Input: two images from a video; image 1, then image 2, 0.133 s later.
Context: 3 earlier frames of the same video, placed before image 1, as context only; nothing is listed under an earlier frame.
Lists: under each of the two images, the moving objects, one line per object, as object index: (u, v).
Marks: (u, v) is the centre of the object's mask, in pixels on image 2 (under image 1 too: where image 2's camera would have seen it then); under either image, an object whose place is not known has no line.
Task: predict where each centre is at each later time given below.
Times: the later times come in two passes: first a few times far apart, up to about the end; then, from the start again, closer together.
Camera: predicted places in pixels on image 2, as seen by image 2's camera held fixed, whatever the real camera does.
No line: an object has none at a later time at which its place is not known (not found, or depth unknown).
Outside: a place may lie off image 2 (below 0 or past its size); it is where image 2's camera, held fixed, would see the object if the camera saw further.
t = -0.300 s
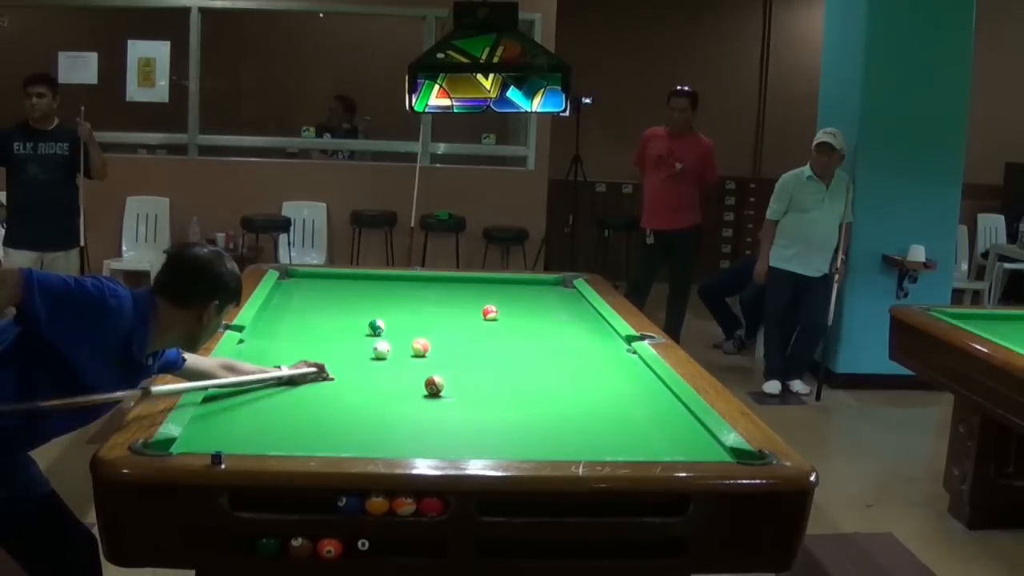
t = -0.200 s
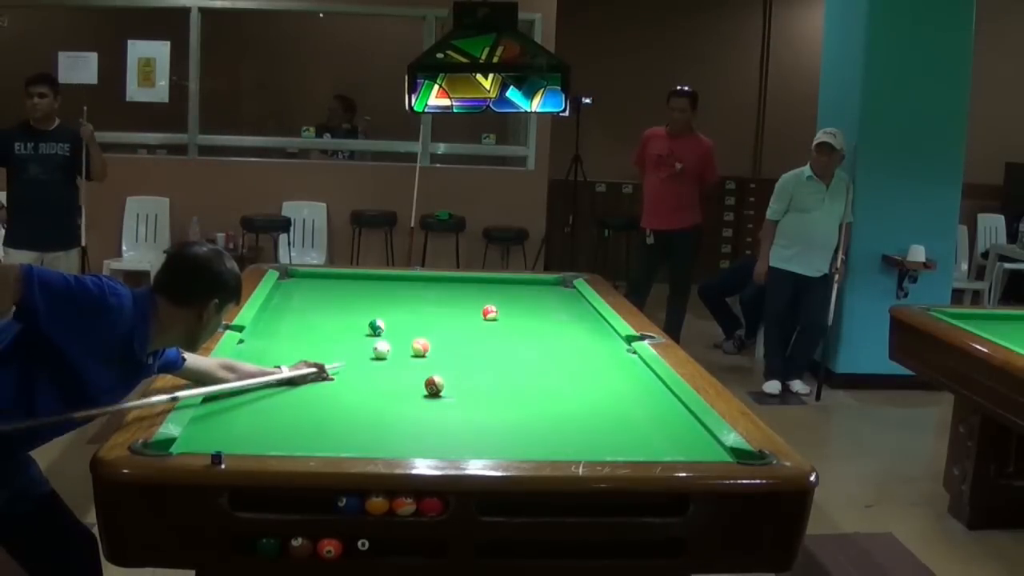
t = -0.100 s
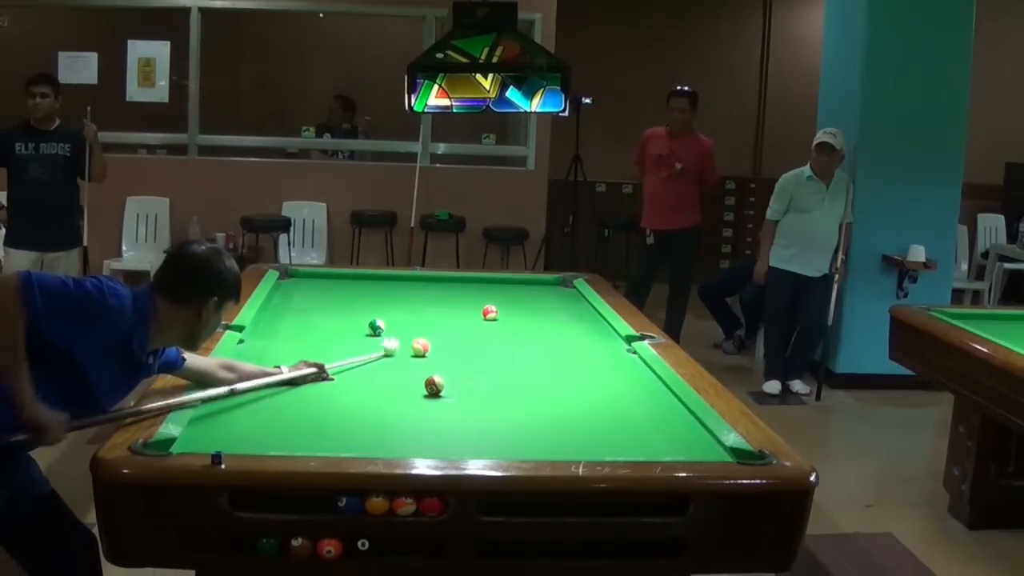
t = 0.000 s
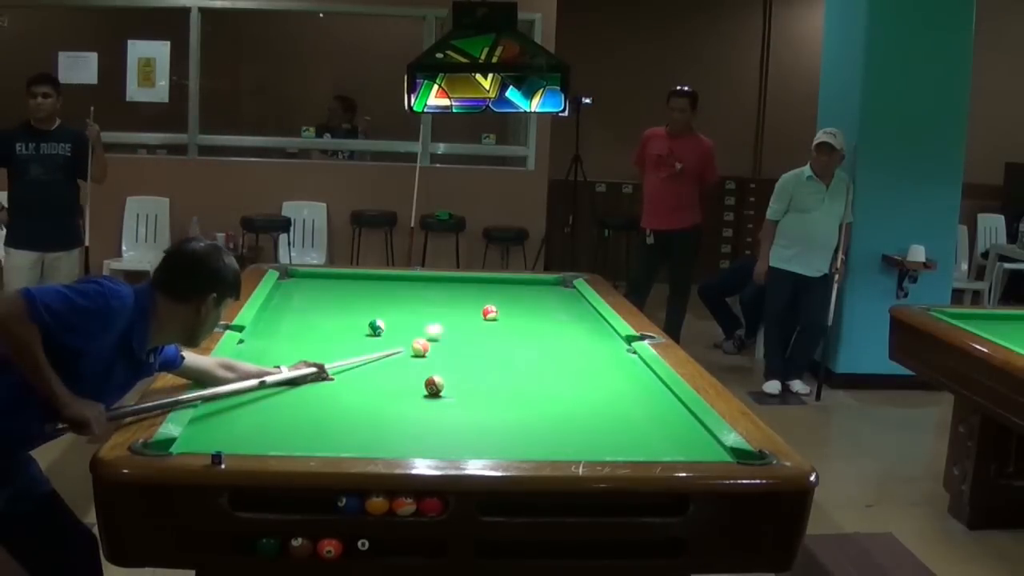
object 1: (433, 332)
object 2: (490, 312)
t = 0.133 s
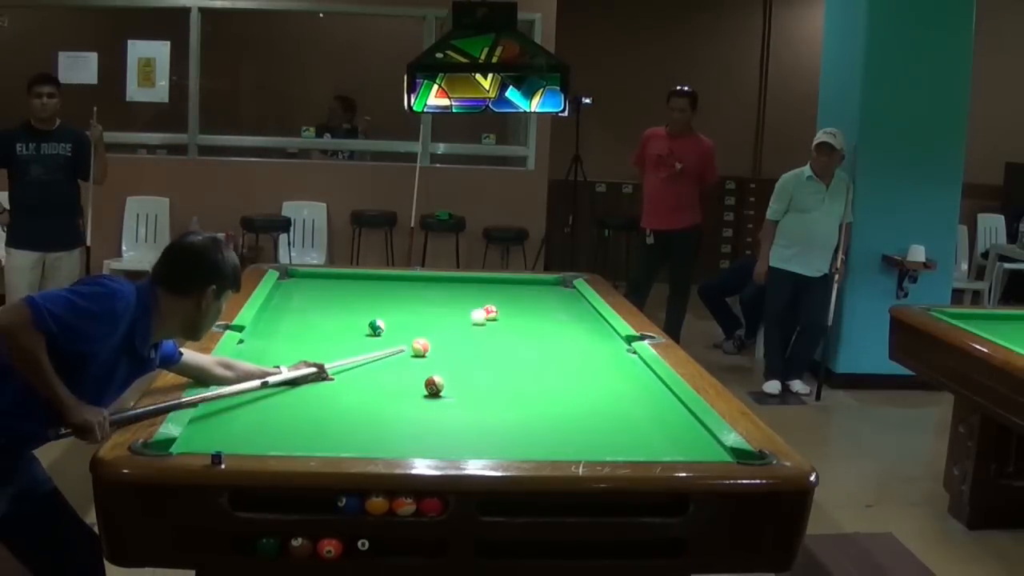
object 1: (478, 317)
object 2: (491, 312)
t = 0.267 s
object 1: (489, 315)
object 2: (510, 304)
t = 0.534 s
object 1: (498, 316)
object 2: (543, 288)
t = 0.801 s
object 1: (505, 317)
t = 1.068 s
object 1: (511, 318)
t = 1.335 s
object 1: (515, 319)
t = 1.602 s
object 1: (518, 319)
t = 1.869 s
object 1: (520, 319)
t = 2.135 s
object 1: (520, 319)
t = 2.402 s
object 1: (520, 319)
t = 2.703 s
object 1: (520, 319)
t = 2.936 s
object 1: (520, 319)
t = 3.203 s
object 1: (520, 319)
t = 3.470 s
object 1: (520, 319)
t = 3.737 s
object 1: (520, 319)
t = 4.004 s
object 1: (520, 319)
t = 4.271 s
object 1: (520, 319)
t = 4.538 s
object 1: (520, 319)
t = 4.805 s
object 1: (520, 319)
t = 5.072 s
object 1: (520, 319)
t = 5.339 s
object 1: (520, 319)
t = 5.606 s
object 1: (520, 319)
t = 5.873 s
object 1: (520, 319)
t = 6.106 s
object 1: (520, 319)
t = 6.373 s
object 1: (520, 319)
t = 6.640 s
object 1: (520, 319)
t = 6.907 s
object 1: (520, 319)
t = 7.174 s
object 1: (520, 319)
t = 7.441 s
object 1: (520, 319)
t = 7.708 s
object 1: (520, 319)
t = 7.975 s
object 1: (520, 319)
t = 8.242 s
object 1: (520, 319)
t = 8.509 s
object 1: (520, 319)
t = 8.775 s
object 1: (520, 319)
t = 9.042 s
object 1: (520, 319)
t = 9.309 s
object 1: (520, 319)
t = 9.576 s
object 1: (520, 319)
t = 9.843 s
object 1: (520, 319)
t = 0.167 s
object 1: (485, 315)
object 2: (494, 310)
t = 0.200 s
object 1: (487, 315)
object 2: (499, 308)
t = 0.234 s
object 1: (488, 315)
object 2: (504, 306)
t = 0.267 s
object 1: (489, 315)
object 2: (510, 304)
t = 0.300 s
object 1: (490, 315)
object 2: (514, 301)
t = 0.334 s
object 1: (492, 316)
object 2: (519, 298)
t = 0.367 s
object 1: (492, 316)
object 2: (524, 297)
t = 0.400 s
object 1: (494, 316)
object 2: (528, 295)
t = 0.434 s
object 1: (495, 316)
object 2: (531, 294)
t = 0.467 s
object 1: (496, 316)
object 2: (535, 292)
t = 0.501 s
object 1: (497, 316)
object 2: (540, 290)
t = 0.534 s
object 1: (498, 316)
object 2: (543, 288)
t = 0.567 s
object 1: (499, 317)
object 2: (546, 287)
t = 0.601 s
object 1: (500, 317)
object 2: (550, 285)
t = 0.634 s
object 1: (501, 317)
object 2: (554, 283)
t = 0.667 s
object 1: (502, 317)
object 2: (557, 281)
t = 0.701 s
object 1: (502, 317)
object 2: (562, 281)
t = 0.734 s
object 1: (503, 317)
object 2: (569, 281)
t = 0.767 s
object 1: (504, 317)
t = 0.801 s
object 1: (505, 317)
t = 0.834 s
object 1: (506, 318)
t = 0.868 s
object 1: (507, 318)
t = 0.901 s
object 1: (507, 318)
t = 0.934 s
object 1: (508, 318)
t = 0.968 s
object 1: (509, 318)
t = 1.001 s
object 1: (510, 318)
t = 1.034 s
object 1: (510, 318)
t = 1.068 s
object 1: (511, 318)
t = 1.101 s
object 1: (512, 318)
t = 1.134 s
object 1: (512, 318)
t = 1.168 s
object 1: (513, 318)
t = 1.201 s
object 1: (513, 318)
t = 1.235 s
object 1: (514, 319)
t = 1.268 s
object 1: (514, 319)
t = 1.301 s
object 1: (515, 319)
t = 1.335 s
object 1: (515, 319)
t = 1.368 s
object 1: (516, 319)
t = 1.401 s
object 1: (516, 319)
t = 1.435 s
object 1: (517, 319)
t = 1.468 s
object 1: (517, 319)
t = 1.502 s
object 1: (517, 319)
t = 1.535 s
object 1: (518, 319)
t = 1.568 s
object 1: (518, 319)
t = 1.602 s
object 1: (518, 319)
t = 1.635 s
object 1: (519, 319)
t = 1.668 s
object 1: (519, 319)
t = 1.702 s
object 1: (519, 319)
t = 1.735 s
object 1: (519, 319)
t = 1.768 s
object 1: (519, 319)
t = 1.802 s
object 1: (520, 319)
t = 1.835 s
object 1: (520, 319)
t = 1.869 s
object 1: (520, 319)
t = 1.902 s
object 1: (520, 319)
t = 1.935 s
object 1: (520, 319)
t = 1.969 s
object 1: (520, 319)
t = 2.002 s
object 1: (520, 319)
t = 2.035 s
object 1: (520, 319)
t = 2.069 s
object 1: (520, 319)
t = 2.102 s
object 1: (520, 319)
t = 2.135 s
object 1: (520, 319)
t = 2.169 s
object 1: (520, 319)
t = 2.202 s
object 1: (520, 319)
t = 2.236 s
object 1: (520, 319)
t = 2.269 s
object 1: (520, 319)
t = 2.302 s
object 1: (520, 319)
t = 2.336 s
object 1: (520, 319)
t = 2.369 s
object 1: (520, 319)
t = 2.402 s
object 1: (520, 319)
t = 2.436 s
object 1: (520, 319)
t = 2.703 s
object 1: (520, 319)
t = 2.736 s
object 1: (520, 319)
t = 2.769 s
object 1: (520, 319)
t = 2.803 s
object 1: (520, 319)
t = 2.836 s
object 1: (520, 319)
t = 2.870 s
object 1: (520, 319)
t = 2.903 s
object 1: (520, 319)
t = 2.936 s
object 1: (520, 319)
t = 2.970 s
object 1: (520, 319)
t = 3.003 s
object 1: (520, 319)
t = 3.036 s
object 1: (520, 319)
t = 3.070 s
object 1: (520, 319)
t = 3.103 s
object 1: (520, 319)
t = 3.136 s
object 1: (520, 319)
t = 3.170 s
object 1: (520, 319)
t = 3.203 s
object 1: (520, 319)
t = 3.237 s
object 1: (520, 319)
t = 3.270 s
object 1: (520, 319)
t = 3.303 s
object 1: (520, 319)
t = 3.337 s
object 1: (520, 319)
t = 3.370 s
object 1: (520, 319)
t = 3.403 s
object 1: (520, 319)
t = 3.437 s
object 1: (520, 319)
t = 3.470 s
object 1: (520, 319)
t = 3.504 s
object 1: (520, 319)
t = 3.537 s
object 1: (520, 319)
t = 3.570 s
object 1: (520, 319)
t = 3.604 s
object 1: (520, 319)
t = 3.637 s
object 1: (520, 319)
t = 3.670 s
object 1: (520, 319)
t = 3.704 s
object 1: (520, 319)
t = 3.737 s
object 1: (520, 319)
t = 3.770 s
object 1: (520, 319)
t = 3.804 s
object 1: (520, 319)
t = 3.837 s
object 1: (520, 319)
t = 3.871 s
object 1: (520, 319)
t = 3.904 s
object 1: (520, 319)
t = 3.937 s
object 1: (520, 319)
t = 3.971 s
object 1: (520, 319)
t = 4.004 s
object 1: (520, 319)
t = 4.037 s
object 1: (520, 319)
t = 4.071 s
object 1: (520, 319)
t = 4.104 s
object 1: (520, 319)
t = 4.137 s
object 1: (520, 319)
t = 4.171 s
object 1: (520, 319)
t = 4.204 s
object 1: (520, 319)
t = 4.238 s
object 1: (520, 319)
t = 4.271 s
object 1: (520, 319)
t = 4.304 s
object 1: (520, 319)
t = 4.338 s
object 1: (520, 319)
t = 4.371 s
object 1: (520, 319)
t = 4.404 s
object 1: (520, 319)
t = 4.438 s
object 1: (520, 319)
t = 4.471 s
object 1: (520, 319)
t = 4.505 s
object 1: (520, 319)
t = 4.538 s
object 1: (520, 319)
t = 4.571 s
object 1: (520, 319)
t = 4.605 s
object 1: (520, 319)
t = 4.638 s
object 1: (520, 319)
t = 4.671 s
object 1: (520, 319)
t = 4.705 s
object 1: (520, 319)
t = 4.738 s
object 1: (520, 319)
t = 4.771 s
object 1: (520, 319)
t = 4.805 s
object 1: (520, 319)
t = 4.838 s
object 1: (520, 319)
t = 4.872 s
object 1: (520, 319)
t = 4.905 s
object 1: (520, 319)
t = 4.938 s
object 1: (520, 319)
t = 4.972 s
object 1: (520, 319)
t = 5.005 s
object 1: (520, 319)
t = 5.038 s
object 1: (520, 319)
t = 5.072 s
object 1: (520, 319)
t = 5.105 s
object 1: (520, 319)
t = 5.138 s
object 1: (520, 319)
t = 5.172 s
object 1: (520, 319)
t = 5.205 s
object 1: (520, 319)
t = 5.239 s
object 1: (520, 319)
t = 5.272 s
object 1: (520, 319)
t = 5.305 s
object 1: (520, 319)
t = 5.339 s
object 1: (520, 319)
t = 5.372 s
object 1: (520, 319)
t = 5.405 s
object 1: (520, 319)
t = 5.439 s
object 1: (520, 319)
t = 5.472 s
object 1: (520, 319)
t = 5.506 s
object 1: (520, 319)
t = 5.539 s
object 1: (520, 319)
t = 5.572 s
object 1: (520, 319)
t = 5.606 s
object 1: (520, 319)
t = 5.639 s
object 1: (520, 319)
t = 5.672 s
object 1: (520, 319)
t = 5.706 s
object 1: (520, 319)
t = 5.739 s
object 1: (520, 319)
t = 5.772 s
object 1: (520, 319)
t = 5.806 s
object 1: (520, 319)
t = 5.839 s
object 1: (520, 319)
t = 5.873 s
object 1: (520, 319)
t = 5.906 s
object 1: (520, 319)
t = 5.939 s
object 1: (520, 319)
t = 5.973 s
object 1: (520, 319)
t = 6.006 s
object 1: (520, 319)
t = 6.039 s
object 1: (520, 319)
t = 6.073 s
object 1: (520, 319)
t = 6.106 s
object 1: (520, 319)
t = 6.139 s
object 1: (520, 319)
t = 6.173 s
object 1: (520, 319)
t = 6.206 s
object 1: (520, 319)
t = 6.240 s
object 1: (520, 319)
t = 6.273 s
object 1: (520, 319)
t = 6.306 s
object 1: (520, 319)
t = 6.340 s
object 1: (520, 319)
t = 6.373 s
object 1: (520, 319)
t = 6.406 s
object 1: (520, 319)
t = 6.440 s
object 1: (520, 319)
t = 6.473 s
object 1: (520, 319)
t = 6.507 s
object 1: (520, 319)
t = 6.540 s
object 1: (520, 319)
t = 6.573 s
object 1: (520, 319)
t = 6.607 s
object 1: (520, 319)
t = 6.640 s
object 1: (520, 319)
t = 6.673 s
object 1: (520, 319)
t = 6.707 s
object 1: (520, 319)
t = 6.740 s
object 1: (520, 319)
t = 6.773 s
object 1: (520, 319)
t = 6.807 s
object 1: (520, 319)
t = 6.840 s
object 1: (520, 319)
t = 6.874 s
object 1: (520, 319)
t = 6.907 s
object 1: (520, 319)
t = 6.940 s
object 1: (520, 319)
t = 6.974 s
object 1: (520, 319)
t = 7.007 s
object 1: (520, 319)
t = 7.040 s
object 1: (520, 319)
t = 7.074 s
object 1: (520, 319)
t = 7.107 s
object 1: (520, 319)
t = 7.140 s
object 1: (520, 319)
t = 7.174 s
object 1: (520, 319)
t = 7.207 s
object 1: (520, 319)
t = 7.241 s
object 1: (520, 319)
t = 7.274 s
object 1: (520, 319)
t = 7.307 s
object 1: (520, 319)
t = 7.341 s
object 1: (520, 319)
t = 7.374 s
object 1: (520, 319)
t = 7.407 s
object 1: (520, 319)
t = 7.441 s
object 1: (520, 319)
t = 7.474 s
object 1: (520, 319)
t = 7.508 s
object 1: (520, 319)
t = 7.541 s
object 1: (520, 319)
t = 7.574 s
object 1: (520, 319)
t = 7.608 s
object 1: (520, 319)
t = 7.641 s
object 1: (520, 319)
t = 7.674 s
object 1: (520, 319)
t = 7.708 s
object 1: (520, 319)
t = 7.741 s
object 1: (520, 319)
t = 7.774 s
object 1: (520, 319)
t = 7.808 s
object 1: (520, 319)
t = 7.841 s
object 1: (520, 319)
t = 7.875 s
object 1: (520, 319)
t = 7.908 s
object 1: (520, 319)
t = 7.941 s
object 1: (520, 319)
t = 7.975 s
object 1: (520, 319)
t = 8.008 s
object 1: (520, 319)
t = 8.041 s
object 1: (520, 319)
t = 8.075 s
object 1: (520, 319)
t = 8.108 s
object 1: (520, 319)
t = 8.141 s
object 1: (520, 319)
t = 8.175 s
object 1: (520, 319)
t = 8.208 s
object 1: (520, 319)
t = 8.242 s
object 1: (520, 319)
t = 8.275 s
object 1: (520, 319)
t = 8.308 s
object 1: (520, 319)
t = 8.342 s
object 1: (520, 319)
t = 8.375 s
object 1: (520, 319)
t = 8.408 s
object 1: (520, 319)
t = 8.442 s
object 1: (520, 319)
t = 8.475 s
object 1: (520, 319)
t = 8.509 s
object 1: (520, 319)
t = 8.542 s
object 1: (520, 319)
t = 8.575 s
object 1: (520, 319)
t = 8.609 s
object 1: (520, 319)
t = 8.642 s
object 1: (520, 319)
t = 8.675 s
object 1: (520, 319)
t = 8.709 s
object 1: (520, 319)
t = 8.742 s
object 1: (520, 319)
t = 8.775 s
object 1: (520, 319)
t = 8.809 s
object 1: (520, 319)
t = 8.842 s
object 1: (520, 319)
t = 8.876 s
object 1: (520, 319)
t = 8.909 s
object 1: (520, 319)
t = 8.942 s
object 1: (520, 319)
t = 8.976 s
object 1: (520, 319)
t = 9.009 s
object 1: (520, 319)
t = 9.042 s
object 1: (520, 319)
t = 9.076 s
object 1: (520, 319)
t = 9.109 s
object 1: (520, 319)
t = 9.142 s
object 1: (520, 319)
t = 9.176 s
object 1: (520, 319)
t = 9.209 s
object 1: (520, 319)
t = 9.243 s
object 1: (520, 319)
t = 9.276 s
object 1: (520, 319)
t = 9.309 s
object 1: (520, 319)
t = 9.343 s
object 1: (520, 319)
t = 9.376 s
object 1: (520, 319)
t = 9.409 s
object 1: (520, 319)
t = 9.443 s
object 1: (520, 319)
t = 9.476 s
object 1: (520, 319)
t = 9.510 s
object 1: (520, 319)
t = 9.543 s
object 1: (520, 319)
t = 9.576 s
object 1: (520, 319)
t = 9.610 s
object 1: (520, 319)
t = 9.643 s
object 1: (520, 319)
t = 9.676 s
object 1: (520, 319)
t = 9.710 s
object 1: (520, 319)
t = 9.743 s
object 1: (520, 319)
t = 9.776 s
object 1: (520, 319)
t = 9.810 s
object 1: (520, 319)
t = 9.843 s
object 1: (520, 319)
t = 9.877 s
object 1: (520, 319)
